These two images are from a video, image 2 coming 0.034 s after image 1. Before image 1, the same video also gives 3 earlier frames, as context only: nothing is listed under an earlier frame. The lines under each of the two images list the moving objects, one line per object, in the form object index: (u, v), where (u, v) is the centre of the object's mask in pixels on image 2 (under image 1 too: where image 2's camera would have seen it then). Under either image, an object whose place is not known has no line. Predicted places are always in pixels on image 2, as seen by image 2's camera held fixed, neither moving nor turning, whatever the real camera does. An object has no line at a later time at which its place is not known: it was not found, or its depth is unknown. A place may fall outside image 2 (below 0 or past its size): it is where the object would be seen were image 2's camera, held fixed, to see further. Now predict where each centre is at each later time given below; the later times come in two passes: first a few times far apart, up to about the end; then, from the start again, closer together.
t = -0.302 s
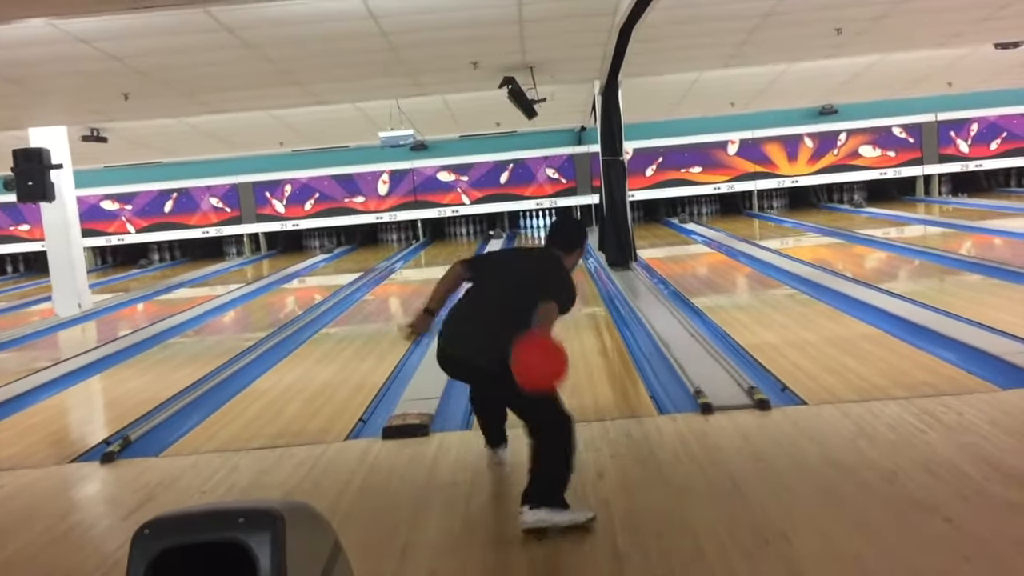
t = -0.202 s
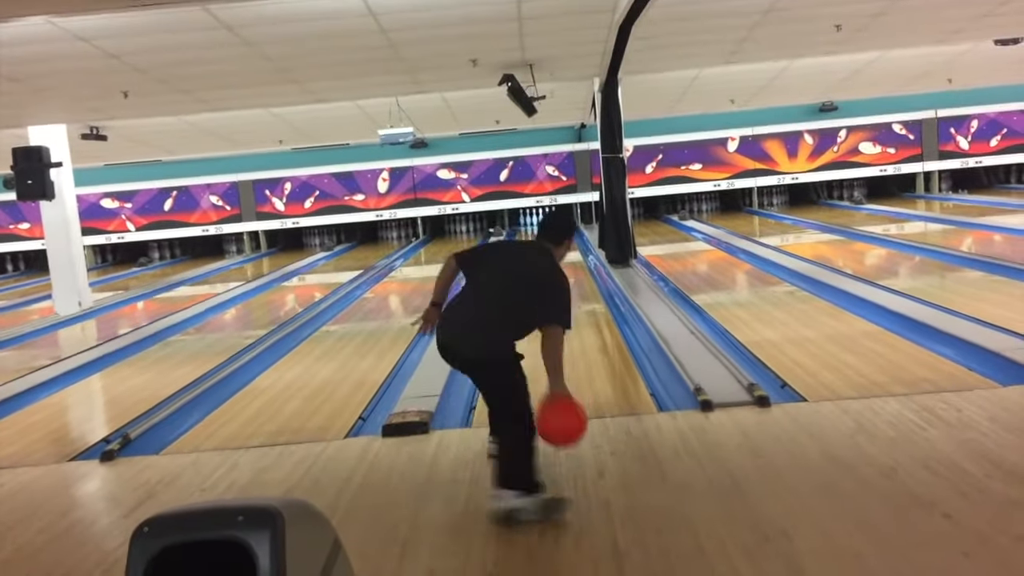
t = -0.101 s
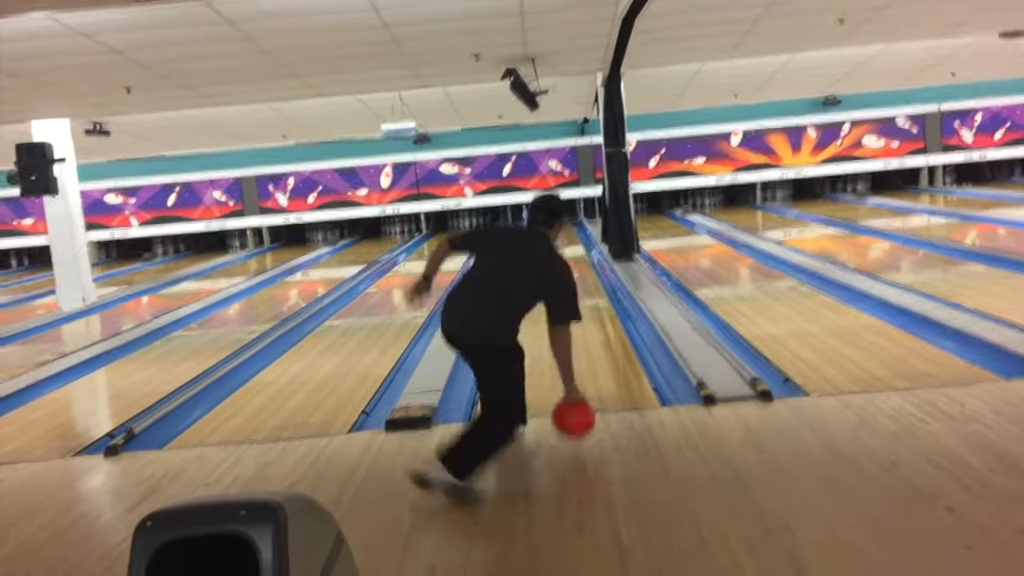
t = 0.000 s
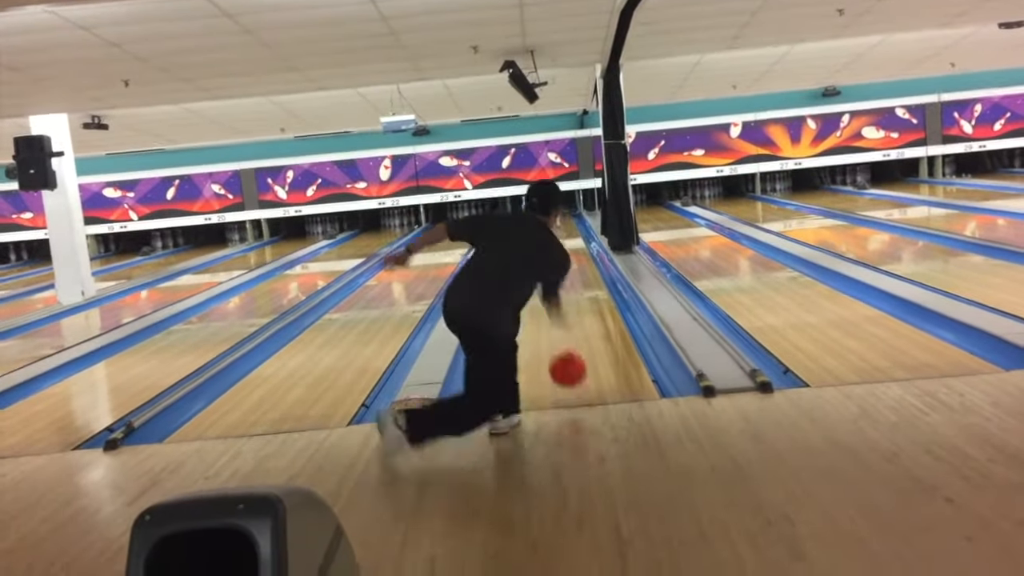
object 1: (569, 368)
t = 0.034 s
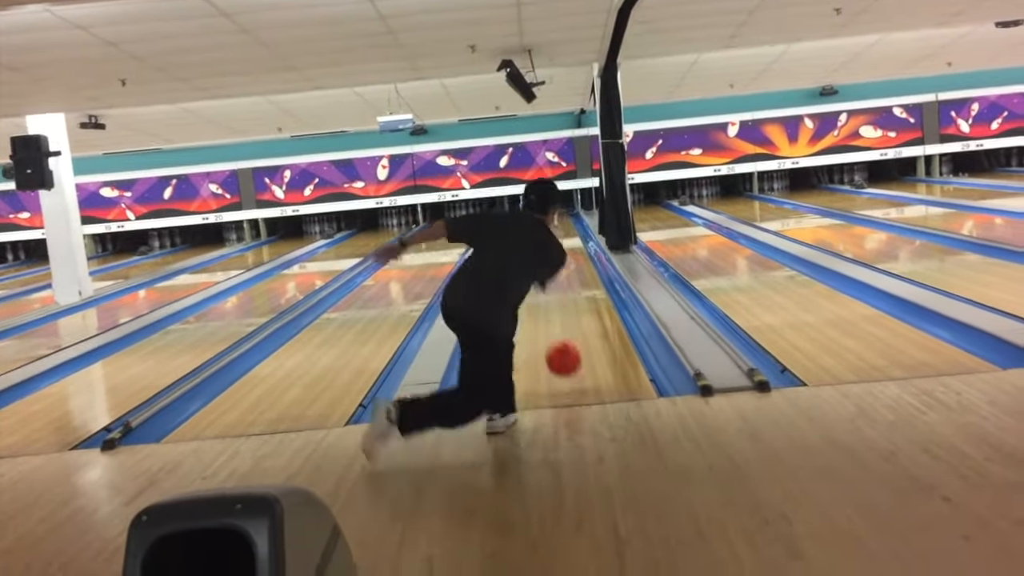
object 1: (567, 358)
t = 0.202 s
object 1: (559, 332)
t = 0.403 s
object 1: (552, 299)
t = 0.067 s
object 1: (566, 351)
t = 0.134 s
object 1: (562, 343)
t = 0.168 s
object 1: (561, 339)
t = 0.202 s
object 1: (559, 332)
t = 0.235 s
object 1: (557, 325)
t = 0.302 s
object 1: (555, 314)
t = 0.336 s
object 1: (553, 309)
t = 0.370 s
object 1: (552, 304)
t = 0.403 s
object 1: (552, 299)
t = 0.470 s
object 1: (550, 290)
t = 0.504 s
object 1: (550, 287)
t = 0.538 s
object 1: (549, 284)
